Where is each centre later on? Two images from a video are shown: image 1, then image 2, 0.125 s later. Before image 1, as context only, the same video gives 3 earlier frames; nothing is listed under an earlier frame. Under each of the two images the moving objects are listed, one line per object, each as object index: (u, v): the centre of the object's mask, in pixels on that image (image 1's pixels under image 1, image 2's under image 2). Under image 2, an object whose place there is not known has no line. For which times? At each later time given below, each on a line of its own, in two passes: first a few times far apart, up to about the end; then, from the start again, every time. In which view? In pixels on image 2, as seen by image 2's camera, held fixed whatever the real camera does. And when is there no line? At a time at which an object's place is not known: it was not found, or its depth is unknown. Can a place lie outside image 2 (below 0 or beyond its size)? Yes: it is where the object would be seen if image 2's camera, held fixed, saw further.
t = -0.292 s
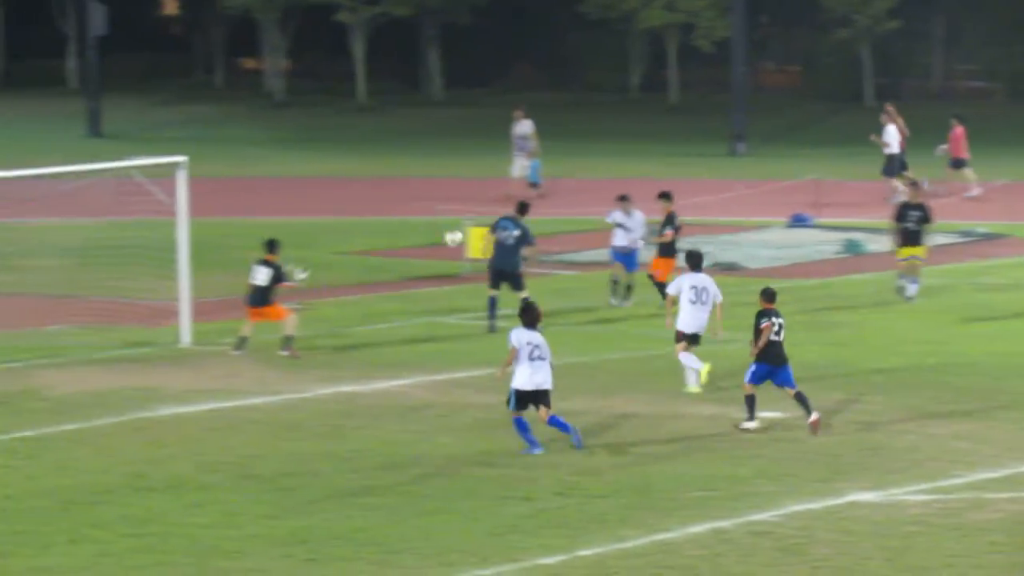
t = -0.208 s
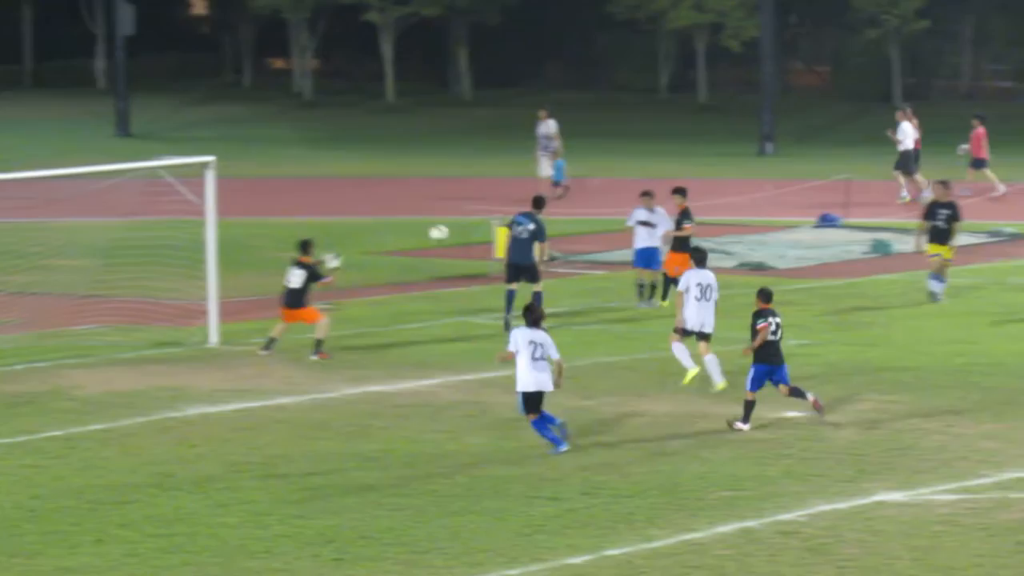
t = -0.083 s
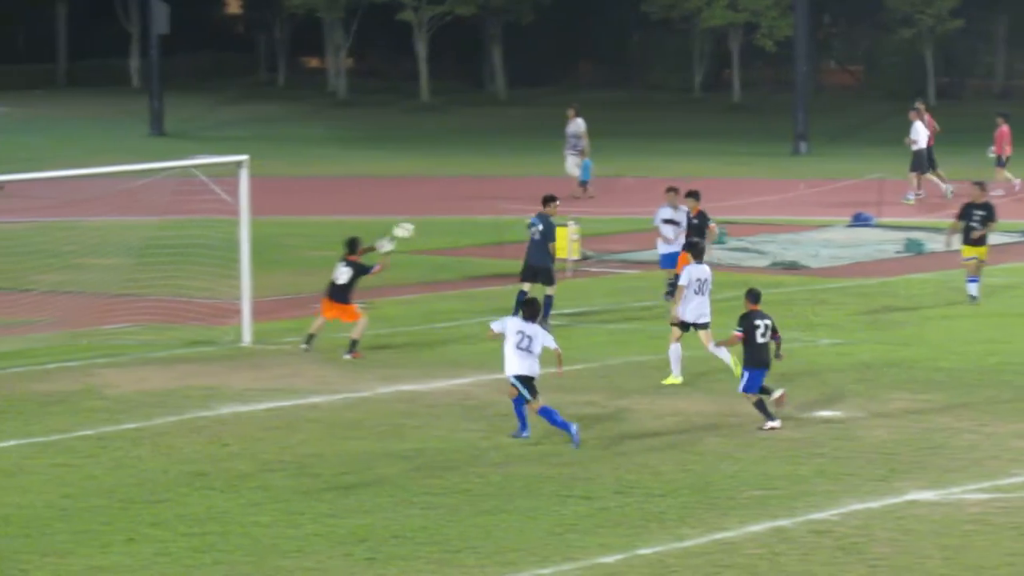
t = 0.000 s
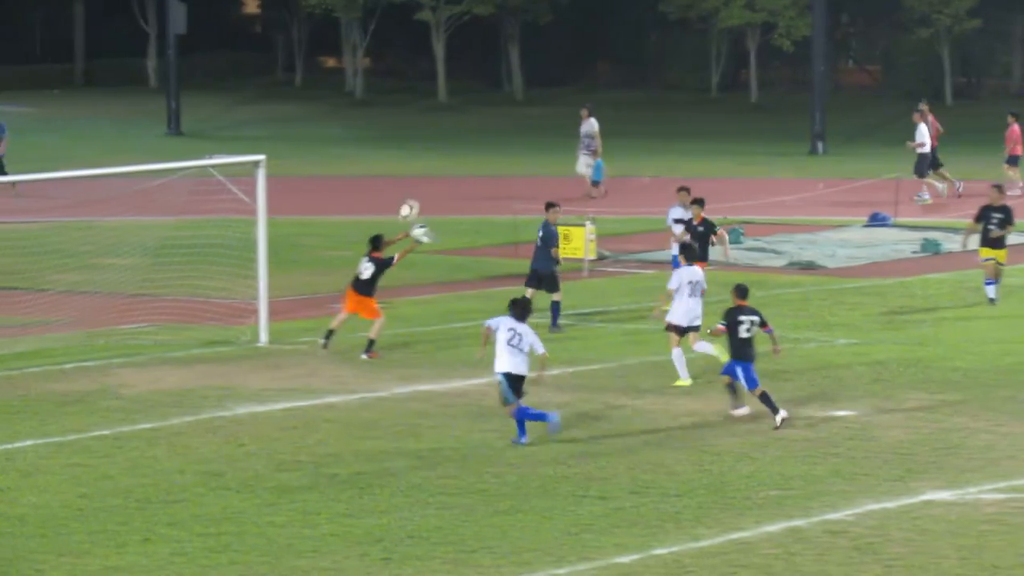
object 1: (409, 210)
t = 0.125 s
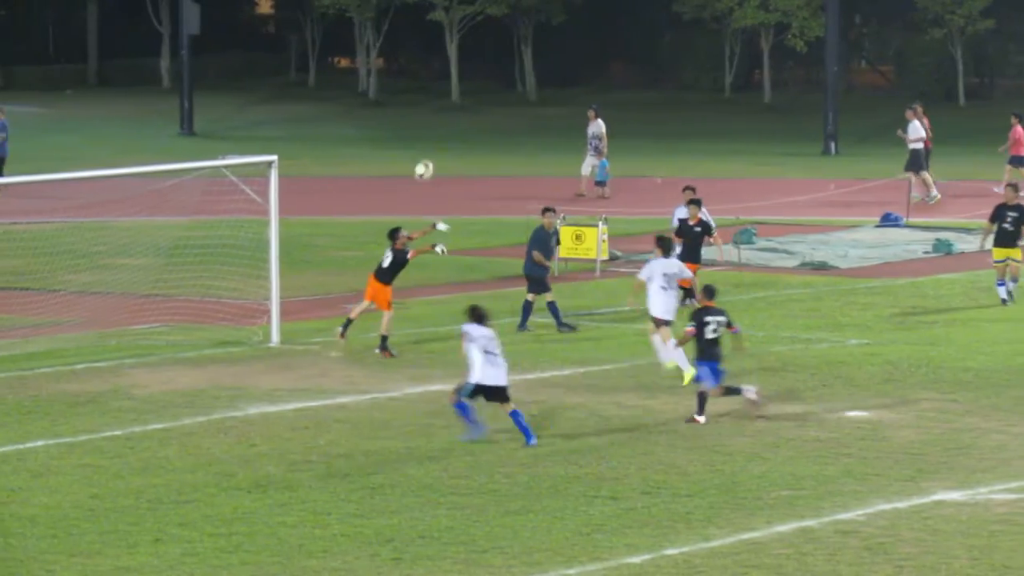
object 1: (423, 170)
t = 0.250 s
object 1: (425, 141)
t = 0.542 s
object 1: (423, 122)
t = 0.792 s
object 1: (417, 164)
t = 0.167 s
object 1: (424, 158)
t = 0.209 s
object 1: (424, 149)
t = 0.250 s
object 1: (425, 141)
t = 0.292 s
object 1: (425, 134)
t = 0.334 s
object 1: (425, 129)
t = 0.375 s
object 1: (426, 125)
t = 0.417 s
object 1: (425, 122)
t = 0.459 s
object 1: (424, 121)
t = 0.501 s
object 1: (424, 121)
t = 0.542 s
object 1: (423, 122)
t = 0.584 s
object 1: (423, 126)
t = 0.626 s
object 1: (422, 130)
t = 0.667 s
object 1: (421, 136)
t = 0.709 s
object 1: (420, 144)
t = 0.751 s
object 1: (419, 153)
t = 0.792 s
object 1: (417, 164)
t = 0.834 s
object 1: (416, 177)
